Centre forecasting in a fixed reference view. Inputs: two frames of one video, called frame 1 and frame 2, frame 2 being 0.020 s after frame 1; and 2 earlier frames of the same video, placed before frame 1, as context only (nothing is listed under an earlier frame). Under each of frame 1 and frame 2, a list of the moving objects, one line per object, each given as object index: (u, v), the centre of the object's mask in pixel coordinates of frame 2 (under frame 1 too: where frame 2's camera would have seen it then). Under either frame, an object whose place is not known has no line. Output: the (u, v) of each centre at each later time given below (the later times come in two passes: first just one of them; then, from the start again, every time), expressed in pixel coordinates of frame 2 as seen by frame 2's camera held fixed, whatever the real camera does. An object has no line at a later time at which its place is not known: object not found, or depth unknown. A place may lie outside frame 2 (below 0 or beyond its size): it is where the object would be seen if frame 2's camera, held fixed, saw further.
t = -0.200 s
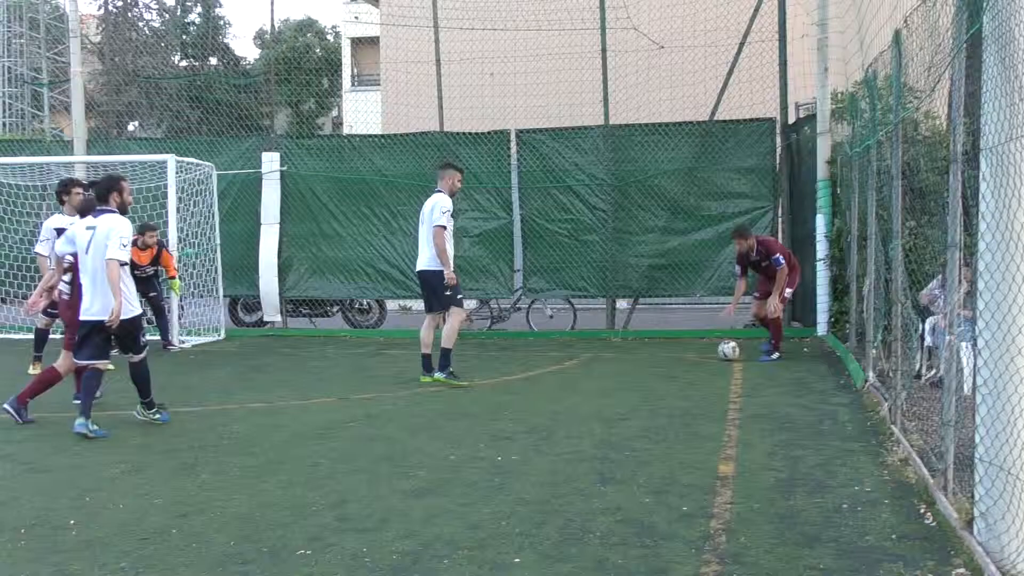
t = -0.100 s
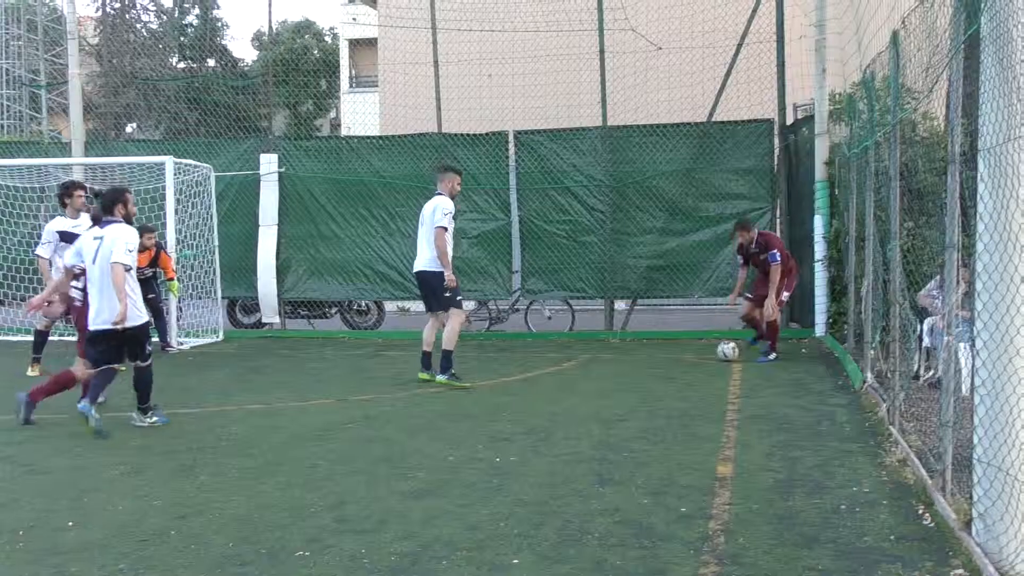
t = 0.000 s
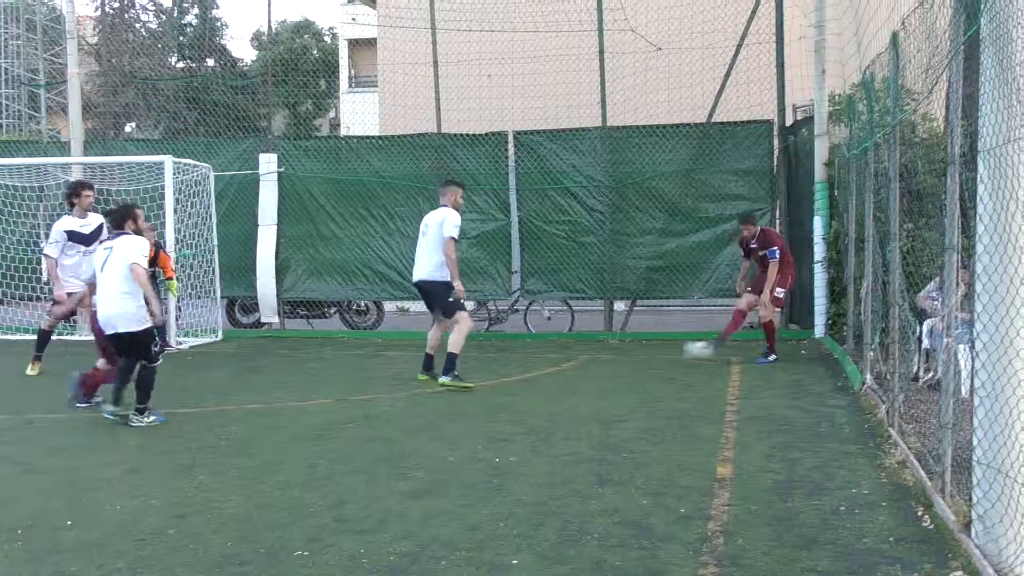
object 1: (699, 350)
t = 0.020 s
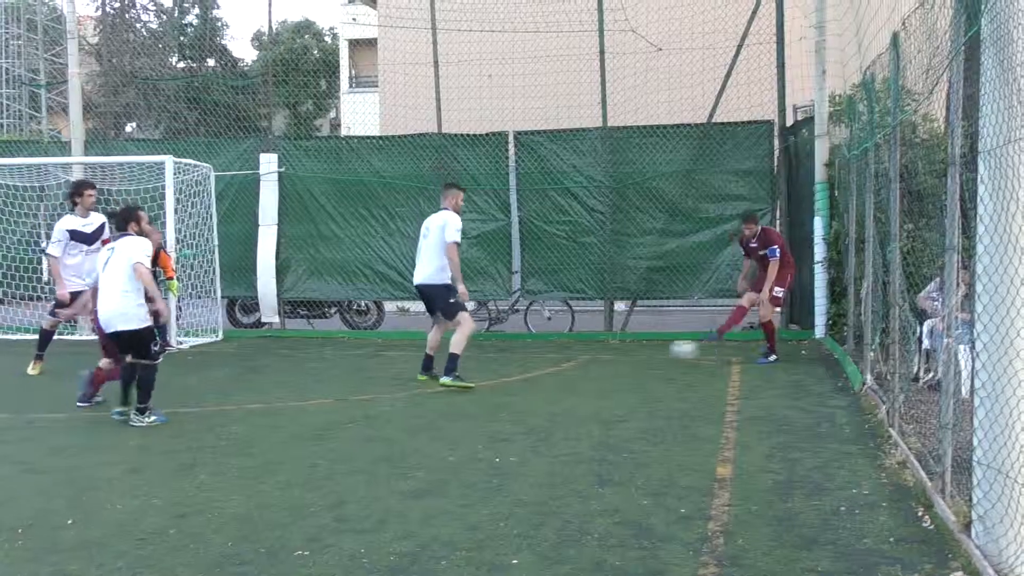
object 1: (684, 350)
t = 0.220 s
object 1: (510, 384)
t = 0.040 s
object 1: (670, 350)
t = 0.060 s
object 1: (655, 351)
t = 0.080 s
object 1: (639, 352)
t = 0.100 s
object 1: (623, 355)
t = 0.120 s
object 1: (607, 358)
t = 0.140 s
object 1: (590, 361)
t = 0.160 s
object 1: (571, 366)
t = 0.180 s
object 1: (553, 371)
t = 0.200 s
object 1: (532, 377)
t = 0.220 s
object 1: (510, 384)
